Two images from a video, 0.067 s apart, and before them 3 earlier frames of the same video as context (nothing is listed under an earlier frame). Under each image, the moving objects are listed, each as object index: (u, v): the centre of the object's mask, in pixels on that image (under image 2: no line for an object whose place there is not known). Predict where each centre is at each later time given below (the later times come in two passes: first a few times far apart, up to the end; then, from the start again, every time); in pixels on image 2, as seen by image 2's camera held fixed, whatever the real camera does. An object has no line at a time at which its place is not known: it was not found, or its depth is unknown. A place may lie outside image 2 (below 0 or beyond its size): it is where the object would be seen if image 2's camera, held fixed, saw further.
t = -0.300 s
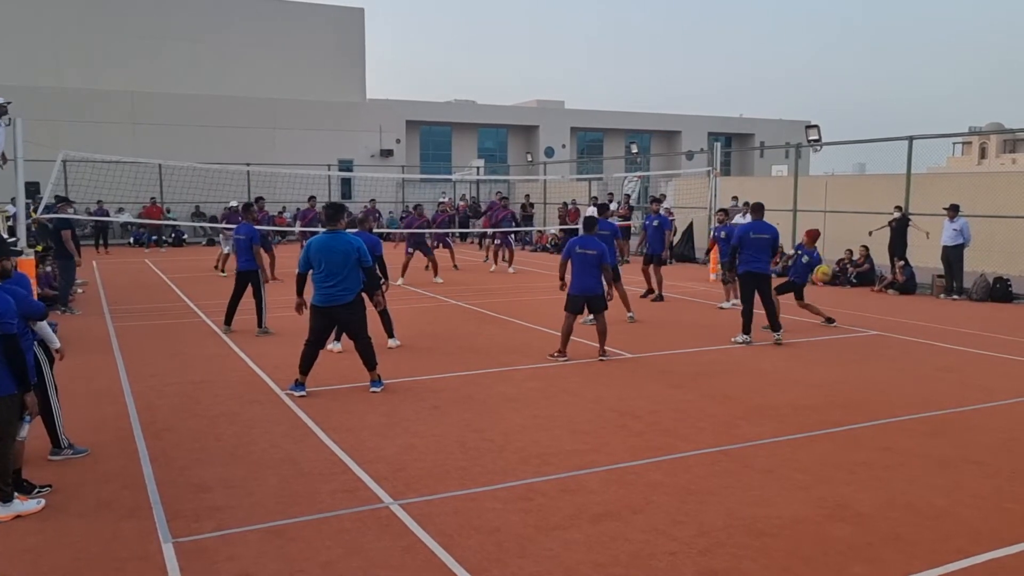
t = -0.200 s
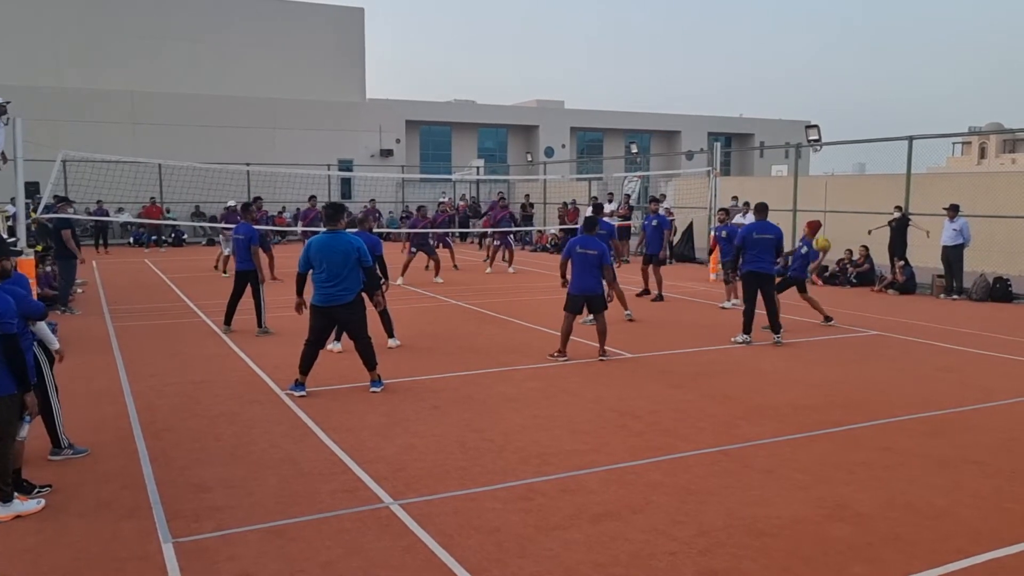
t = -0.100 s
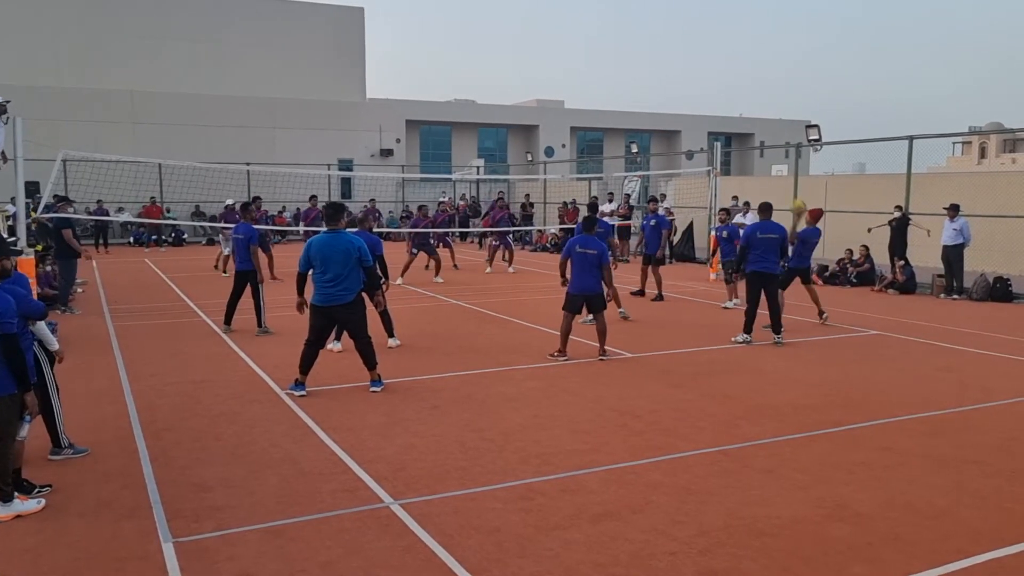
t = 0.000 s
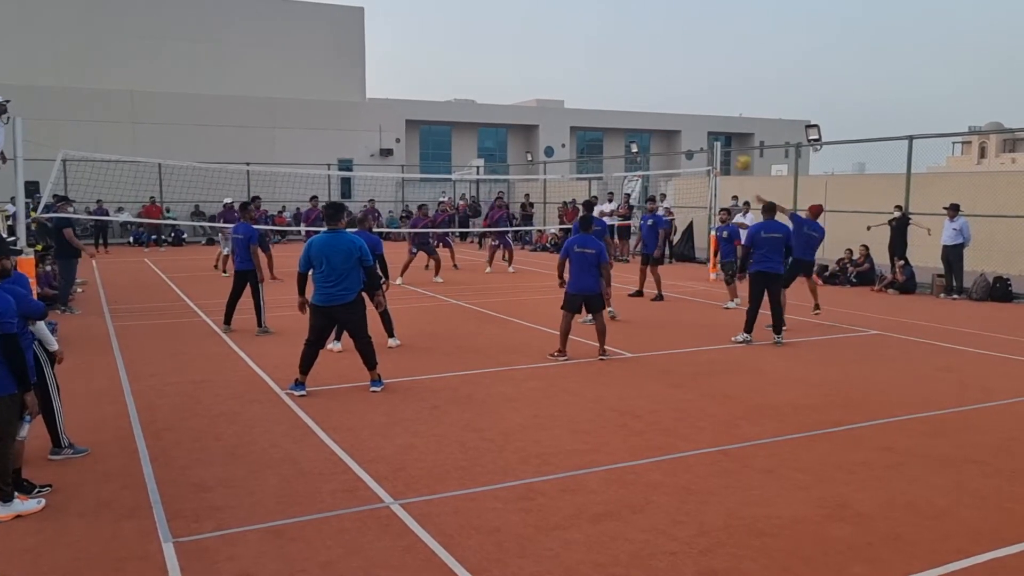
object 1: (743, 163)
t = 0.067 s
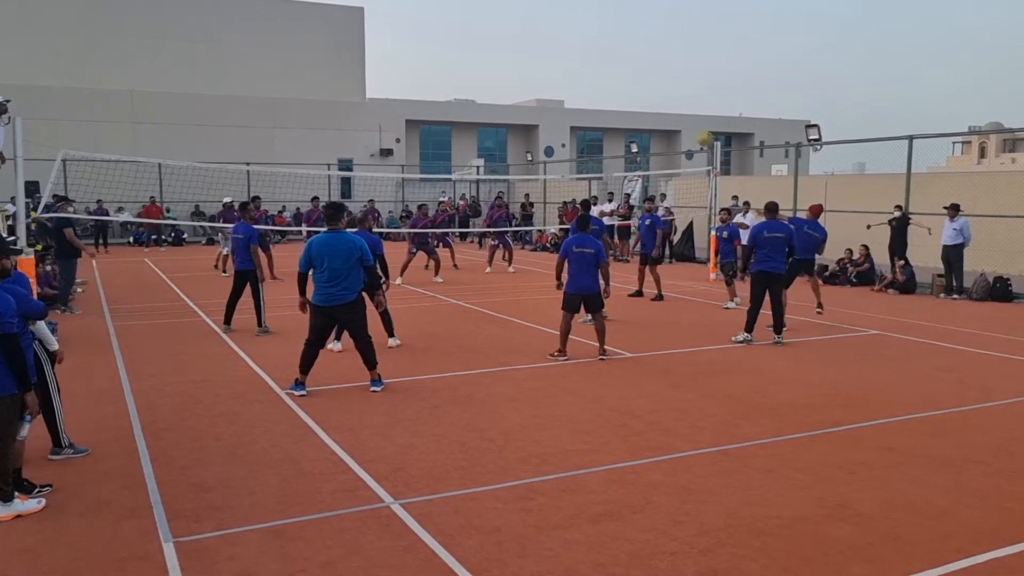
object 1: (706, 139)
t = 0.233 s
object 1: (615, 94)
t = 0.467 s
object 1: (509, 67)
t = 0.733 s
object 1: (411, 76)
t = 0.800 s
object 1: (389, 83)
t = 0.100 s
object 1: (686, 129)
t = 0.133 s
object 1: (667, 119)
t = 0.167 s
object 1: (649, 110)
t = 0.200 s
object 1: (632, 102)
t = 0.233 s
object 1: (615, 94)
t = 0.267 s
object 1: (599, 88)
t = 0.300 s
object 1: (583, 83)
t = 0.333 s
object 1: (568, 78)
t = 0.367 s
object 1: (552, 74)
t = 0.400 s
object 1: (537, 71)
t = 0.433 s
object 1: (523, 69)
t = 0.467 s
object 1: (509, 67)
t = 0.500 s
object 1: (496, 66)
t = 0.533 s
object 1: (482, 66)
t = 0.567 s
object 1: (469, 66)
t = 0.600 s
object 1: (457, 67)
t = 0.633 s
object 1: (445, 69)
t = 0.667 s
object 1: (433, 70)
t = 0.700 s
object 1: (422, 73)
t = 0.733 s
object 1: (411, 76)
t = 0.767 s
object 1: (400, 79)
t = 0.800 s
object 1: (389, 83)
